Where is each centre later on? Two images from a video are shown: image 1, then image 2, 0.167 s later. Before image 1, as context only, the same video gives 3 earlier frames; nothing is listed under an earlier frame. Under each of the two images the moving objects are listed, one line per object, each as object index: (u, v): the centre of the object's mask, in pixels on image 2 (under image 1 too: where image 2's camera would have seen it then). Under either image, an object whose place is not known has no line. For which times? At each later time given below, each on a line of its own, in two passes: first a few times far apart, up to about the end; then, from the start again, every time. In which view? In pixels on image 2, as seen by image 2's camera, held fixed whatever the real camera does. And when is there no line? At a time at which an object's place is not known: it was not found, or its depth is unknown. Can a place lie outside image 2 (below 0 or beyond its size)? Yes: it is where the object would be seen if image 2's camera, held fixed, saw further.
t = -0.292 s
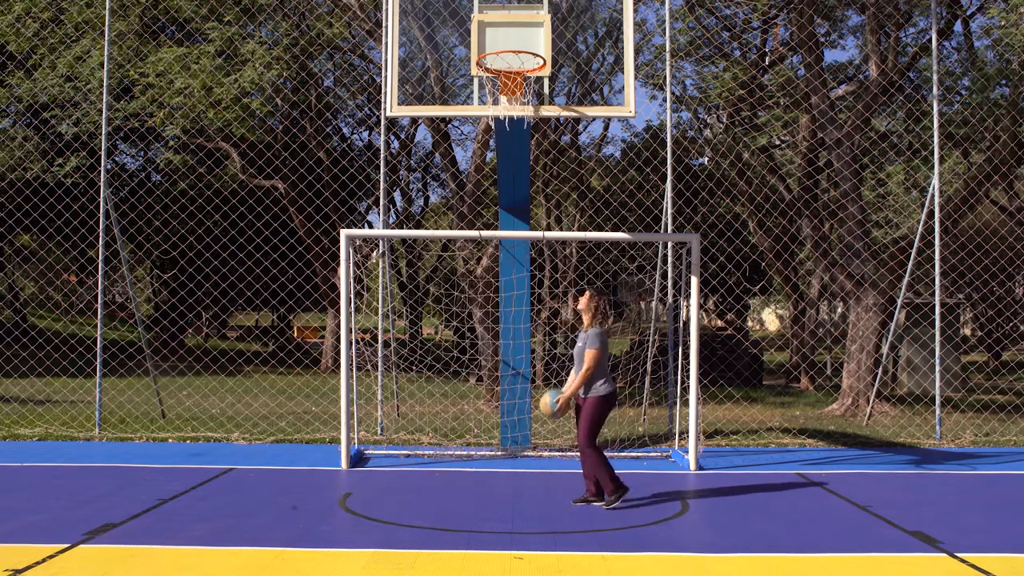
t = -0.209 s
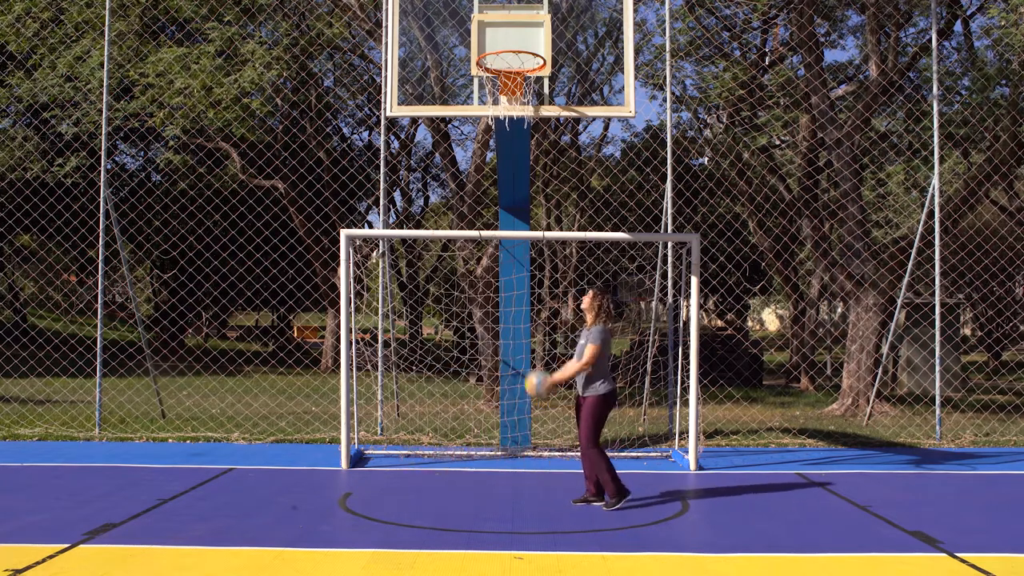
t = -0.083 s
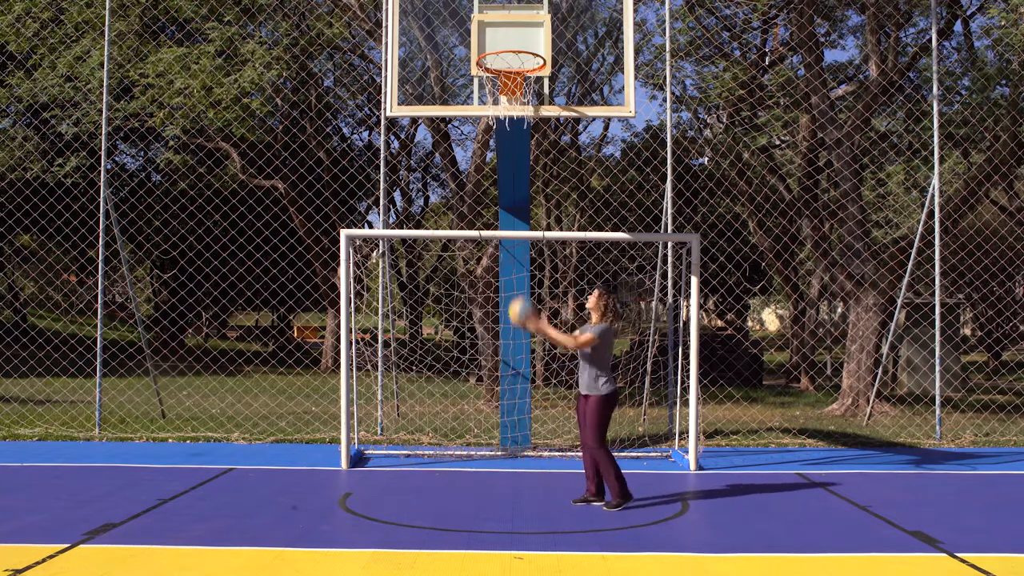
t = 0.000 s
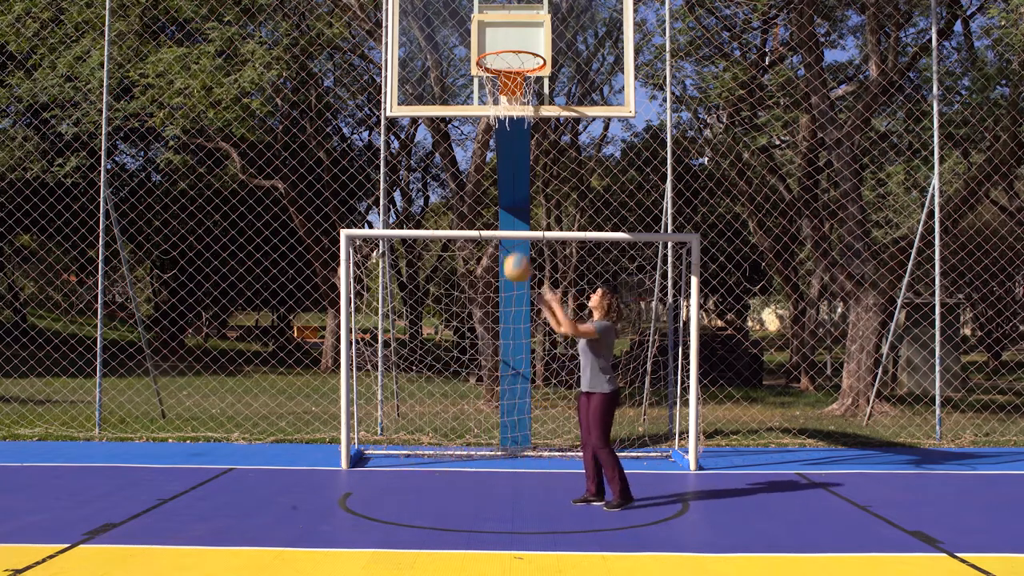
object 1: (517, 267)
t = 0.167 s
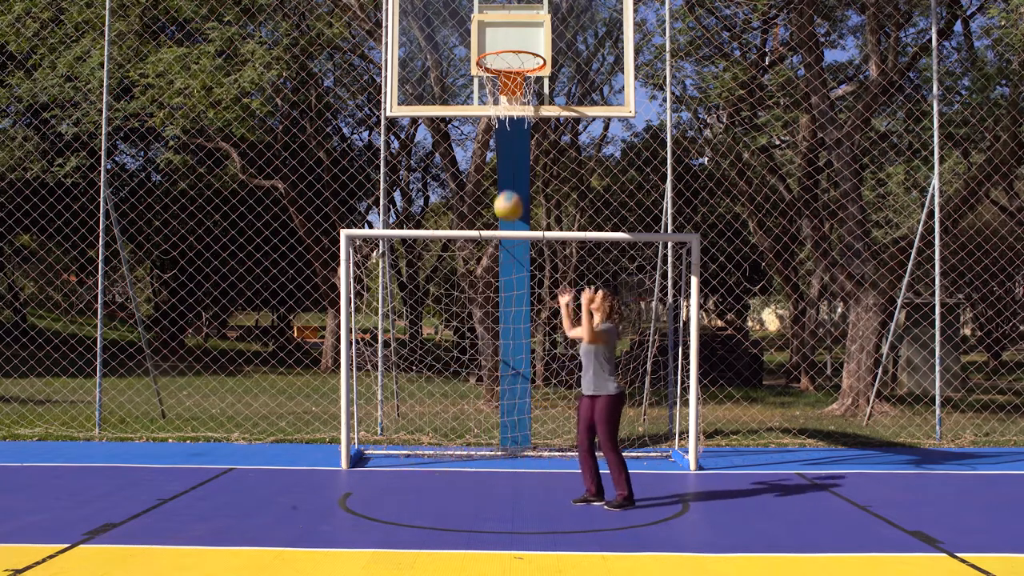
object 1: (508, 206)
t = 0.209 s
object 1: (506, 196)
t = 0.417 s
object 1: (497, 184)
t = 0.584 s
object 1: (490, 216)
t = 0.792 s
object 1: (483, 316)
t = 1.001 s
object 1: (475, 482)
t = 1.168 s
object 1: (473, 408)
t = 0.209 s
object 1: (506, 196)
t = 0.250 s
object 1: (504, 189)
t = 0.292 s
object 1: (503, 184)
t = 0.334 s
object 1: (501, 182)
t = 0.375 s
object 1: (499, 182)
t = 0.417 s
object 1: (497, 184)
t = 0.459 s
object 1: (495, 188)
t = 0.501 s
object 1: (494, 195)
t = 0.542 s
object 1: (492, 204)
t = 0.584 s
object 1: (490, 216)
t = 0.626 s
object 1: (489, 231)
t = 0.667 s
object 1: (487, 250)
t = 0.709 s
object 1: (486, 269)
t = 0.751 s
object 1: (484, 291)
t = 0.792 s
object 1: (483, 316)
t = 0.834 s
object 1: (481, 343)
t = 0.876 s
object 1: (479, 374)
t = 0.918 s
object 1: (477, 407)
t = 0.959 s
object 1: (475, 444)
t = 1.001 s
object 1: (475, 482)
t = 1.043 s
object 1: (475, 486)
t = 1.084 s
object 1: (474, 456)
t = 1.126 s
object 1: (473, 431)
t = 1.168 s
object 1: (473, 408)
